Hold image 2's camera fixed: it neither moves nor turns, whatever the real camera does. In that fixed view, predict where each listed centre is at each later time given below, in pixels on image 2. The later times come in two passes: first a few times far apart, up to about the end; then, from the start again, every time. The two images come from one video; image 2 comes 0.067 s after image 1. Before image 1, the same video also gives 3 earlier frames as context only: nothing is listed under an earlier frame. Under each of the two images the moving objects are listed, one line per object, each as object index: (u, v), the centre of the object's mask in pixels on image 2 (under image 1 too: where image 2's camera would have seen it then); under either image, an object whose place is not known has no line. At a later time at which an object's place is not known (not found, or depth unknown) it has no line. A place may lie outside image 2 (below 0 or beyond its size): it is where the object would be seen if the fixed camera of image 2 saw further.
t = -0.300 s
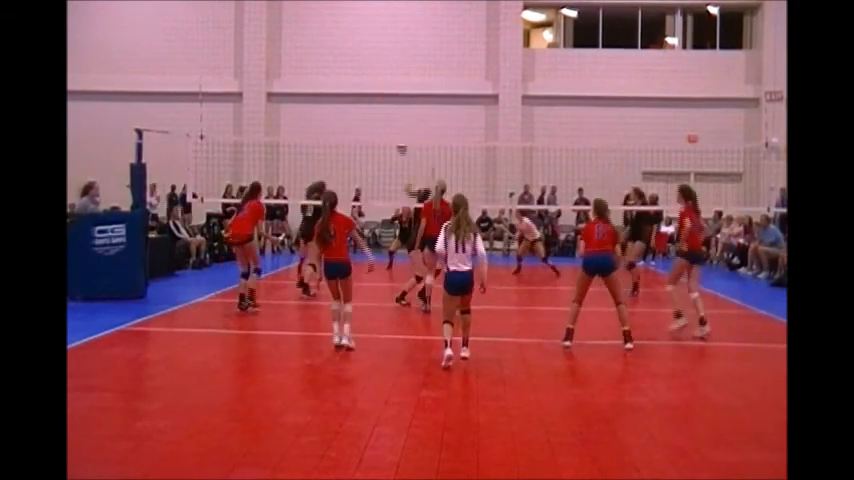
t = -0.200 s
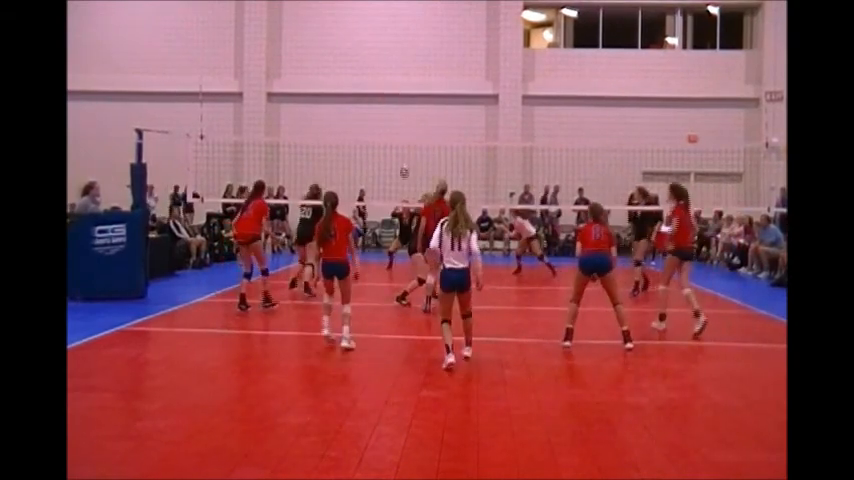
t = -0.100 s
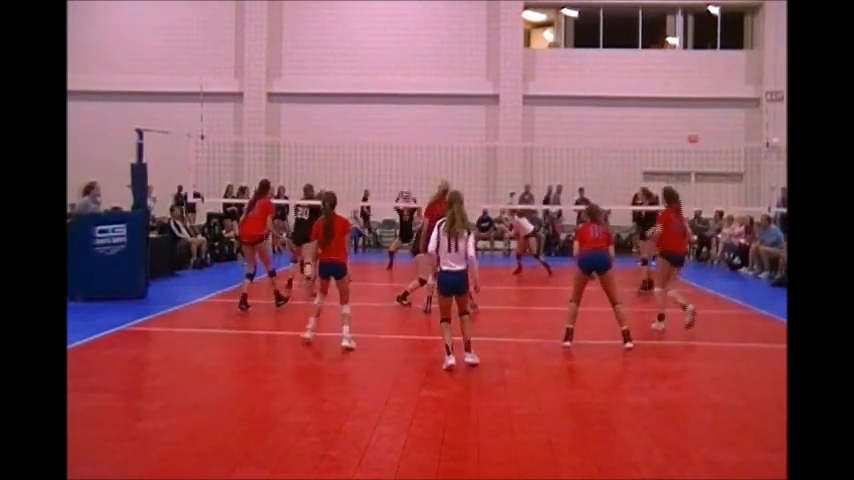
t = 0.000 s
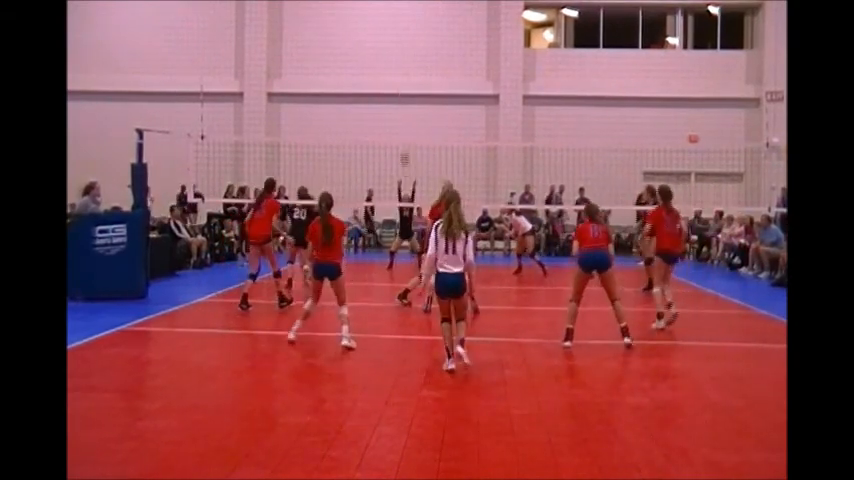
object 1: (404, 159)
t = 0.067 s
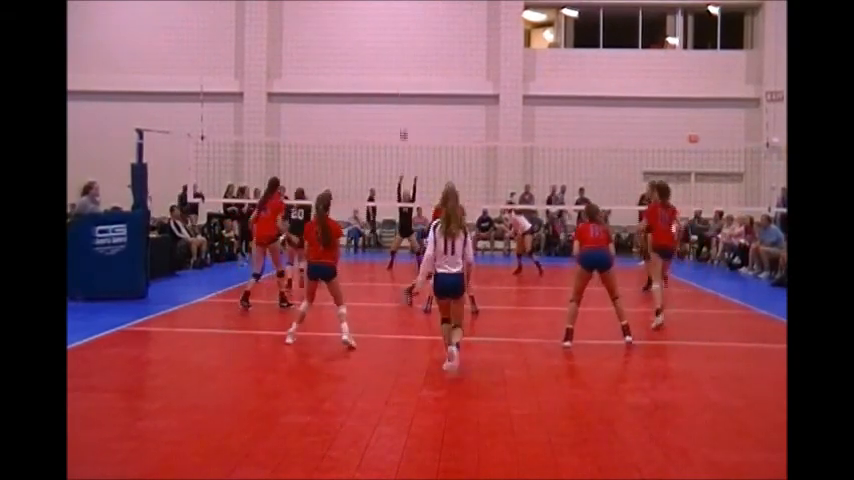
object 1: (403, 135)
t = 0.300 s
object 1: (400, 72)
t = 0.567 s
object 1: (396, 35)
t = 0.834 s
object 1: (392, 34)
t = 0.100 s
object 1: (403, 125)
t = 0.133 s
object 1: (402, 115)
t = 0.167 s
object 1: (401, 102)
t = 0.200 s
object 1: (401, 95)
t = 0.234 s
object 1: (400, 88)
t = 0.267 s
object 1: (400, 80)
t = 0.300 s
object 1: (400, 72)
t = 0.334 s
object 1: (399, 66)
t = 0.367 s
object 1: (399, 60)
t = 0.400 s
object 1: (398, 54)
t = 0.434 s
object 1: (398, 48)
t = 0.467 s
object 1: (397, 44)
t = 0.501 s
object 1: (397, 40)
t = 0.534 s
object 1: (396, 37)
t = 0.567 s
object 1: (396, 35)
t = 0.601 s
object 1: (395, 32)
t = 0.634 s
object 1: (395, 30)
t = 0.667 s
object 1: (395, 29)
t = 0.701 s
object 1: (394, 28)
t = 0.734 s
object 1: (393, 28)
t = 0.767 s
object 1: (393, 29)
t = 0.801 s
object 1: (393, 31)
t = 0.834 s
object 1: (392, 34)
